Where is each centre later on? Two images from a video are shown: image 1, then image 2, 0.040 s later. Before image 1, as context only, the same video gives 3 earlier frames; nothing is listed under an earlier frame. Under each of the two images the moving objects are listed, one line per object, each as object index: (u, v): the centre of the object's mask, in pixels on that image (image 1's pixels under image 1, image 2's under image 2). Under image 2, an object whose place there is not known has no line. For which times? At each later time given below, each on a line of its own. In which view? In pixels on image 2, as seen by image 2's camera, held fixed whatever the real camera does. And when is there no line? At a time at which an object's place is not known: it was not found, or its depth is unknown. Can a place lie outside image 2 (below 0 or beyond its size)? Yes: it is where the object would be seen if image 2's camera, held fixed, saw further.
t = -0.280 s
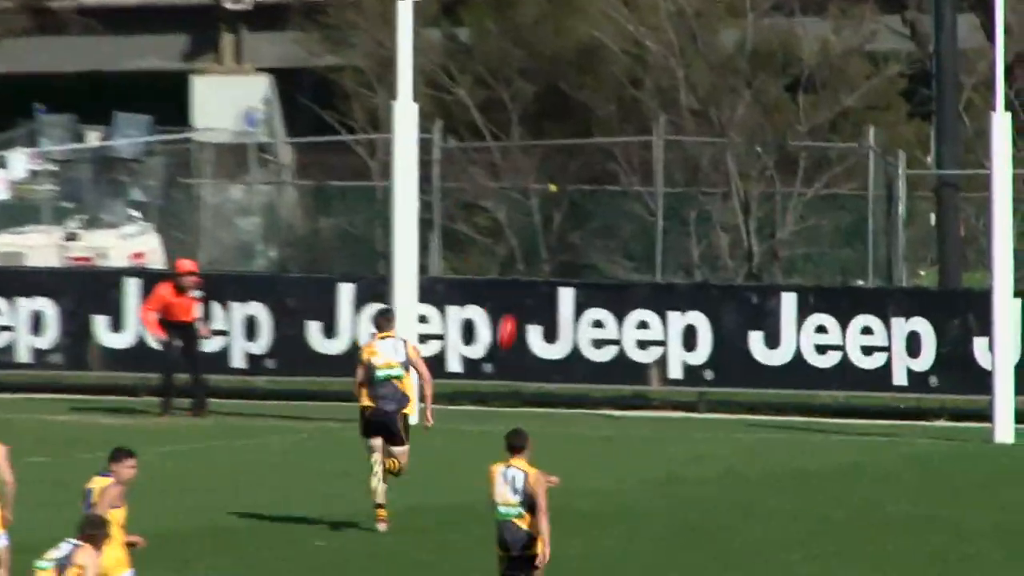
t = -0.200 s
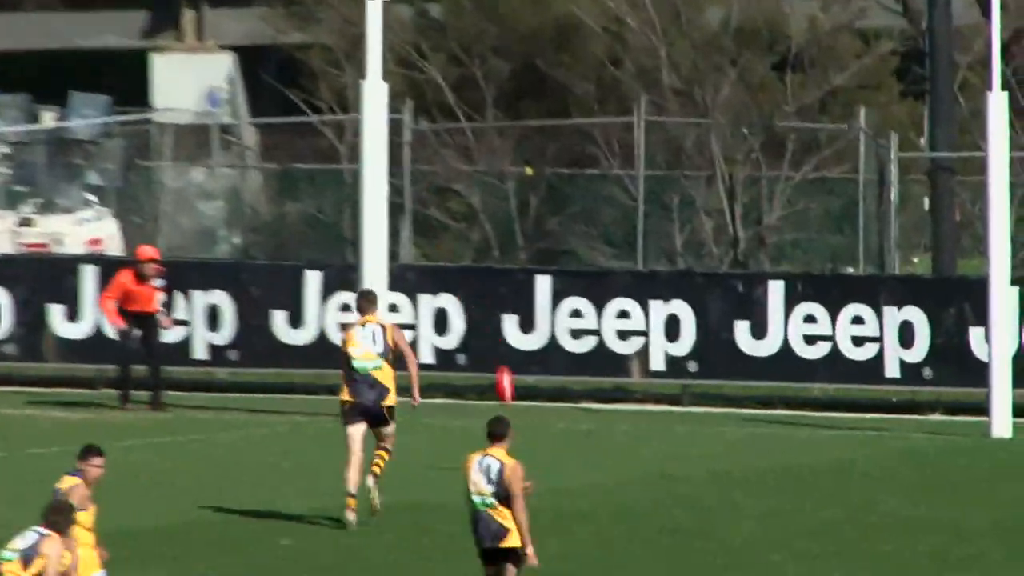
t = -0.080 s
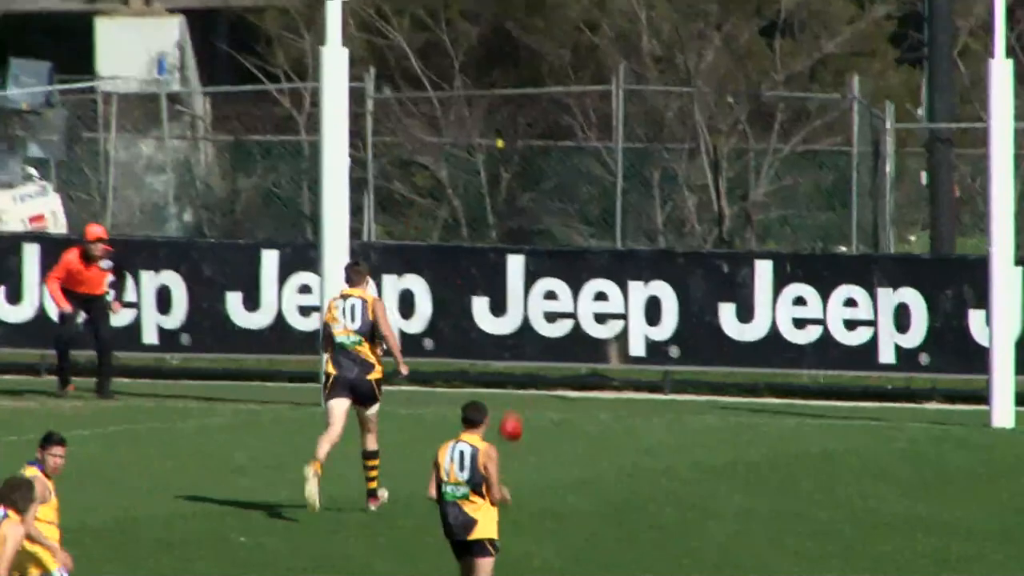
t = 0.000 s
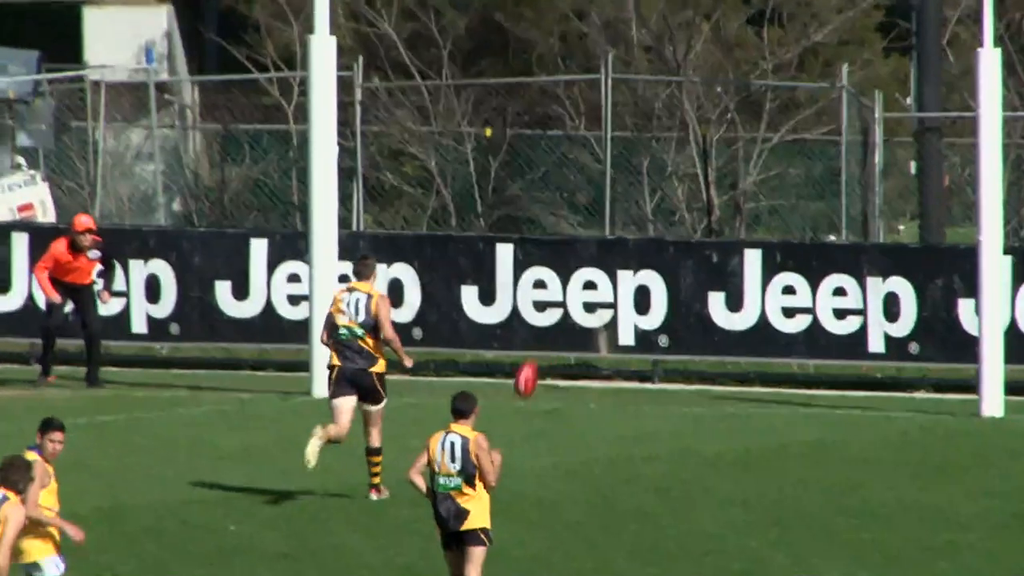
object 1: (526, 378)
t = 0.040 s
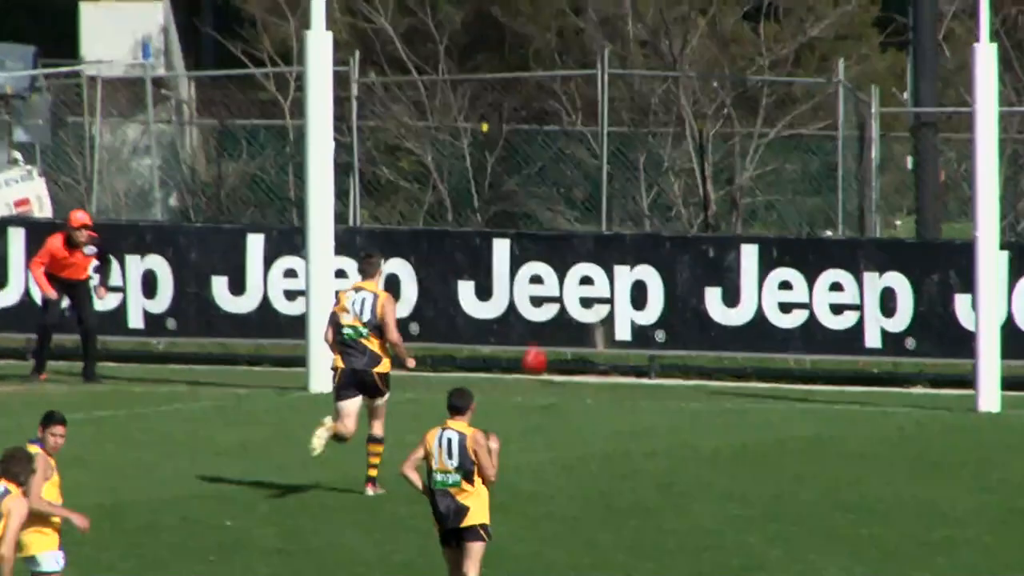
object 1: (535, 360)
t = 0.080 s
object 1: (548, 347)
